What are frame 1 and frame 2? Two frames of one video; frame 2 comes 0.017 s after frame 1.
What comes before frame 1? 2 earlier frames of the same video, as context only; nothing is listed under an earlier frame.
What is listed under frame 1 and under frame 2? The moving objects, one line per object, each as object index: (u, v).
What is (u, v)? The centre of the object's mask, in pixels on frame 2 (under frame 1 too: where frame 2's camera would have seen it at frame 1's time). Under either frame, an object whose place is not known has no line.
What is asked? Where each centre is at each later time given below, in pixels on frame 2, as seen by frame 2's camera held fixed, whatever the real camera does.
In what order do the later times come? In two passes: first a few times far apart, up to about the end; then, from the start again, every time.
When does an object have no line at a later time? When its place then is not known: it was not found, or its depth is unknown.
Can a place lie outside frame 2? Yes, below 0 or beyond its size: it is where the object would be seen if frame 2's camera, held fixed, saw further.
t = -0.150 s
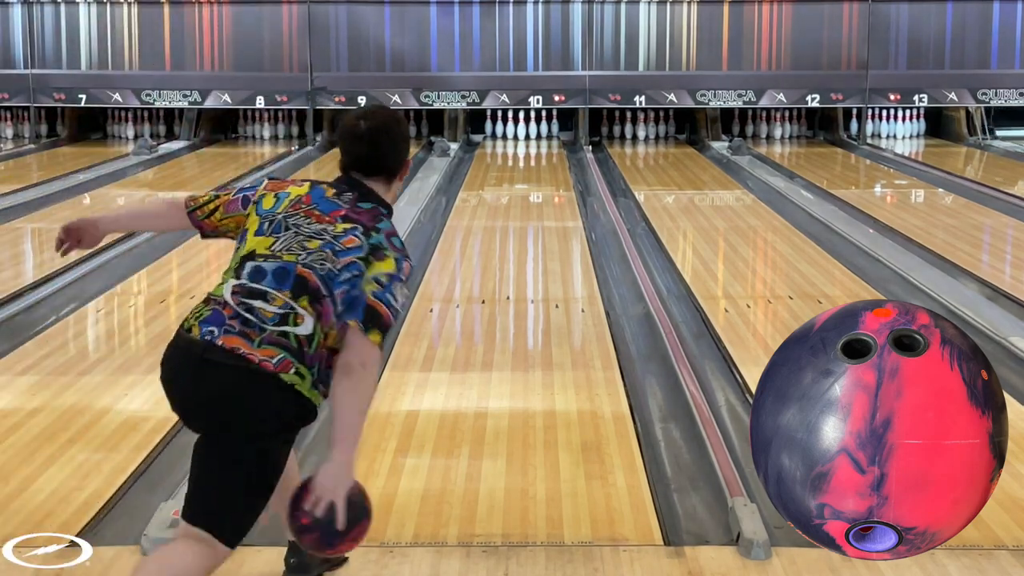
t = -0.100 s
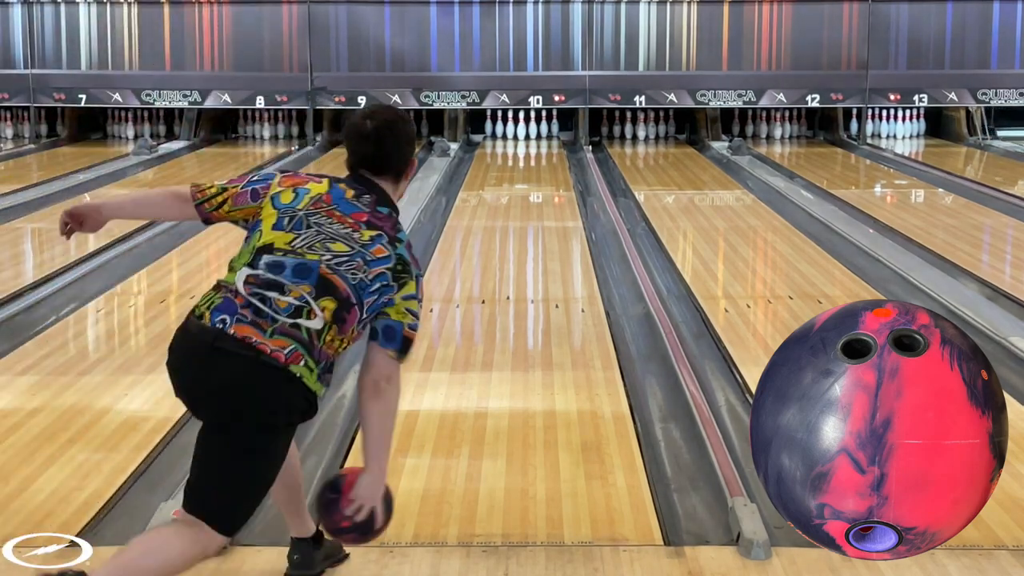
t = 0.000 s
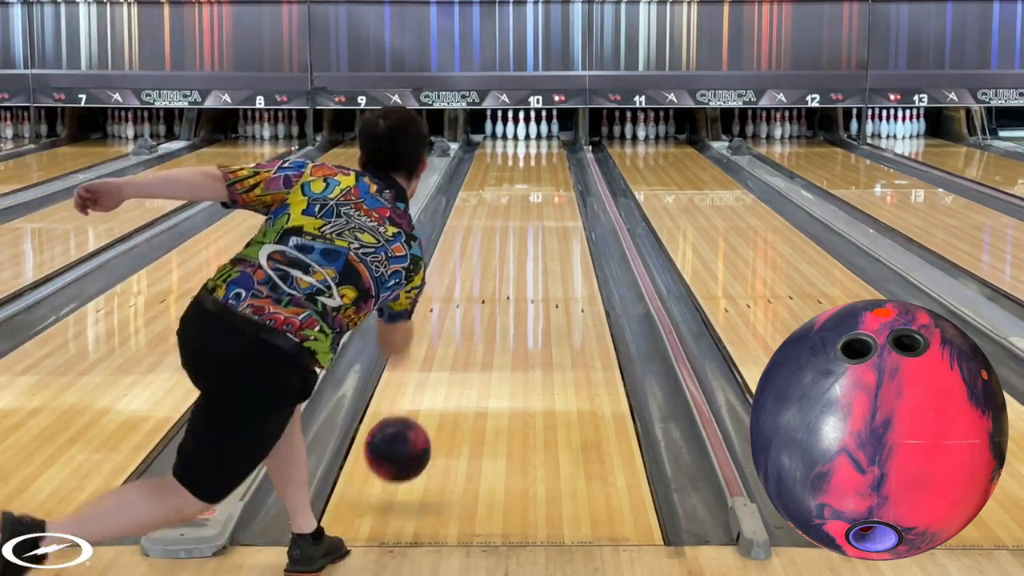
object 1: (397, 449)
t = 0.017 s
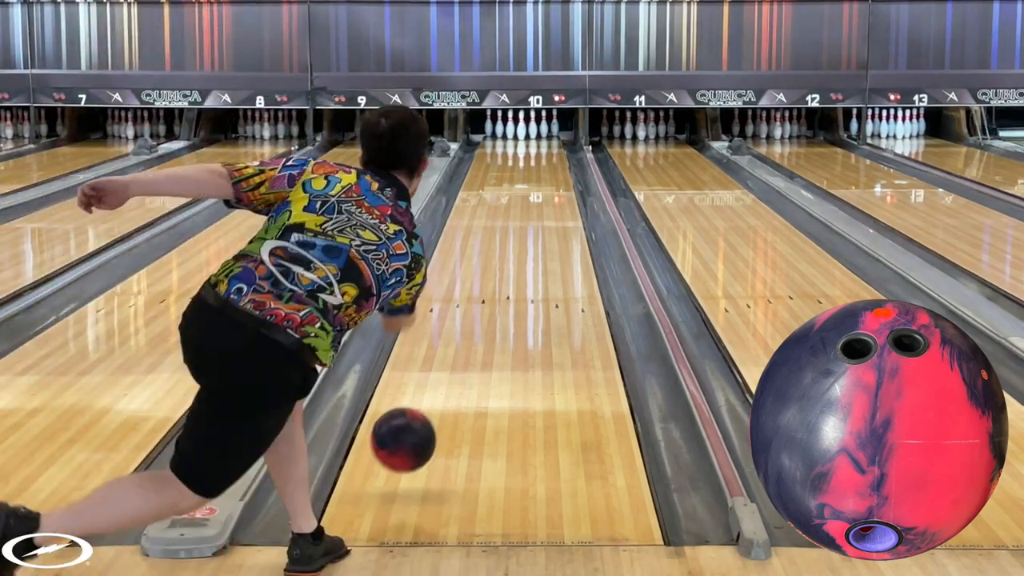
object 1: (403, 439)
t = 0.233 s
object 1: (459, 365)
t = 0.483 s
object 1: (497, 296)
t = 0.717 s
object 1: (520, 253)
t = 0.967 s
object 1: (536, 219)
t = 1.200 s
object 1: (546, 196)
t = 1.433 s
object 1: (552, 178)
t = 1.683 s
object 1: (553, 163)
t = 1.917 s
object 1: (549, 151)
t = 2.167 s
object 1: (539, 142)
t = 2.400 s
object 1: (529, 135)
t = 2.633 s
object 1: (522, 130)
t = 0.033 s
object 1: (409, 431)
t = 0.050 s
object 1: (414, 424)
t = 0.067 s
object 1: (419, 418)
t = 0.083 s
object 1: (424, 412)
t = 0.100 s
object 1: (429, 408)
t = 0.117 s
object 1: (433, 405)
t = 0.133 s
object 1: (437, 402)
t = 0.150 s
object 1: (441, 399)
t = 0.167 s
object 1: (445, 391)
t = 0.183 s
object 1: (449, 384)
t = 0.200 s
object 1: (453, 378)
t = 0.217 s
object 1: (456, 371)
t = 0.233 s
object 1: (459, 365)
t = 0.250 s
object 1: (463, 360)
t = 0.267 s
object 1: (466, 354)
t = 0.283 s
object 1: (469, 348)
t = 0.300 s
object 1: (472, 343)
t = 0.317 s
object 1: (474, 338)
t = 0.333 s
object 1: (477, 333)
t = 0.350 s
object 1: (479, 328)
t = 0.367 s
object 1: (482, 323)
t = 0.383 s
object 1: (485, 319)
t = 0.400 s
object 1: (487, 315)
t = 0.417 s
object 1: (489, 310)
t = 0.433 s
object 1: (491, 307)
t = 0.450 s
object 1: (493, 303)
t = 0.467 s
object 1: (495, 299)
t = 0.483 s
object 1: (497, 296)
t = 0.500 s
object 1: (499, 292)
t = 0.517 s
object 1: (503, 291)
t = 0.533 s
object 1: (507, 290)
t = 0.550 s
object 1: (515, 285)
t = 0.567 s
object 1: (509, 275)
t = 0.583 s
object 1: (509, 275)
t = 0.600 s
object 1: (510, 273)
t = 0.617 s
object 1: (511, 270)
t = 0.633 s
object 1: (513, 267)
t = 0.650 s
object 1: (514, 264)
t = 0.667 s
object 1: (516, 261)
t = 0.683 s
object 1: (517, 258)
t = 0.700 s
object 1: (519, 256)
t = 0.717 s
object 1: (520, 253)
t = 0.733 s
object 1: (521, 251)
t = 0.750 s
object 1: (523, 248)
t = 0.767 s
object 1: (524, 245)
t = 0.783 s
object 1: (525, 243)
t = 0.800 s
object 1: (526, 240)
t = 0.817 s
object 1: (527, 238)
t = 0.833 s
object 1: (528, 236)
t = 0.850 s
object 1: (529, 233)
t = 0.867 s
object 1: (530, 231)
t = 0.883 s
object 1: (531, 229)
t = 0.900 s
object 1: (532, 227)
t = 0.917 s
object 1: (533, 225)
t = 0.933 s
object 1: (534, 223)
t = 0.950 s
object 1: (535, 221)
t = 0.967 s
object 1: (536, 219)
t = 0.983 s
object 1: (537, 217)
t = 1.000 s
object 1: (538, 215)
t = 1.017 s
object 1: (539, 214)
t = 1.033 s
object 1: (540, 212)
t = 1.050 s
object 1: (540, 210)
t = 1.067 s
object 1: (541, 208)
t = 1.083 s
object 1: (542, 207)
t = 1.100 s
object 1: (542, 205)
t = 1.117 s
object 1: (543, 203)
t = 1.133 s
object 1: (544, 202)
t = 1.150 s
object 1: (544, 200)
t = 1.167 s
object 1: (545, 199)
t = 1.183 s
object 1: (545, 197)
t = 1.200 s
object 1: (546, 196)
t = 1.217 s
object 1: (546, 194)
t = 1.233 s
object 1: (547, 193)
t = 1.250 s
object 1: (547, 192)
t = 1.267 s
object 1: (548, 190)
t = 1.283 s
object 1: (548, 189)
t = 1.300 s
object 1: (549, 187)
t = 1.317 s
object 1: (549, 186)
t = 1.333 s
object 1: (550, 185)
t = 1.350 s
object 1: (550, 184)
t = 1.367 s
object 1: (550, 182)
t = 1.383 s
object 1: (550, 181)
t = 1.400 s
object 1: (551, 180)
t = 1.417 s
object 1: (551, 179)
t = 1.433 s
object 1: (552, 178)
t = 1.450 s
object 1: (552, 177)
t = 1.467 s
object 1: (552, 175)
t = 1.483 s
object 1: (552, 175)
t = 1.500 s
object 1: (552, 174)
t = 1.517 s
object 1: (552, 173)
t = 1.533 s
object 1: (553, 171)
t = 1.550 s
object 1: (553, 171)
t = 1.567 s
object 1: (553, 170)
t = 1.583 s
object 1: (553, 168)
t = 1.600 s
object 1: (553, 167)
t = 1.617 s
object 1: (553, 166)
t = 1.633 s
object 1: (553, 165)
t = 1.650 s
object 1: (553, 165)
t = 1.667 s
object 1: (553, 164)
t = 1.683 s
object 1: (553, 163)
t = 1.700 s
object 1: (552, 162)
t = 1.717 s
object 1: (552, 161)
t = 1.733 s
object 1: (552, 161)
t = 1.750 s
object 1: (553, 159)
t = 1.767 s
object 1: (553, 158)
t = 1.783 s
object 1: (553, 157)
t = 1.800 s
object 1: (552, 157)
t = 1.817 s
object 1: (551, 157)
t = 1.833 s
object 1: (551, 156)
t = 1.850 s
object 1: (550, 155)
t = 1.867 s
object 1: (550, 154)
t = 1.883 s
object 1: (550, 153)
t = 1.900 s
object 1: (549, 152)
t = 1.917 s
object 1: (549, 151)
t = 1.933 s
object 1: (548, 151)
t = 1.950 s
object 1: (548, 150)
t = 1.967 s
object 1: (548, 149)
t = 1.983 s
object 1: (547, 149)
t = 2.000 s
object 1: (546, 148)
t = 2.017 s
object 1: (546, 147)
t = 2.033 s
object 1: (546, 147)
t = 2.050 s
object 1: (545, 146)
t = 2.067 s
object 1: (544, 146)
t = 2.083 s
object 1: (544, 145)
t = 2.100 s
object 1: (542, 144)
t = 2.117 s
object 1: (541, 144)
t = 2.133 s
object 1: (541, 143)
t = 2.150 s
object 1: (539, 143)
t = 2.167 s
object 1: (539, 142)
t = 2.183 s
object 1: (539, 142)
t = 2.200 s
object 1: (538, 141)
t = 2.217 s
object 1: (537, 140)
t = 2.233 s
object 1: (536, 140)
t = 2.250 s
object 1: (535, 139)
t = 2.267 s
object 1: (534, 139)
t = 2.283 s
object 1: (534, 138)
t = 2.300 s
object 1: (533, 138)
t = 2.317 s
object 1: (533, 138)
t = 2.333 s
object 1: (531, 137)
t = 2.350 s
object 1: (531, 136)
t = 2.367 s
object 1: (530, 136)
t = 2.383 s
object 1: (530, 135)
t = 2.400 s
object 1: (529, 135)
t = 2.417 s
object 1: (528, 134)
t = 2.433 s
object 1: (526, 134)
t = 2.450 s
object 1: (525, 134)
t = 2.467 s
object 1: (525, 133)
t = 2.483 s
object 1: (525, 132)
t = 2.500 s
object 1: (525, 132)
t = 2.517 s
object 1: (525, 132)
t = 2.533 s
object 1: (525, 132)
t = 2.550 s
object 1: (524, 131)
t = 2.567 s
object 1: (524, 131)
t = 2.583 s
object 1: (523, 131)
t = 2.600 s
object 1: (523, 131)
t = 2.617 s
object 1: (523, 130)
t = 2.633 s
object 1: (522, 130)
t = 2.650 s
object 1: (523, 130)
